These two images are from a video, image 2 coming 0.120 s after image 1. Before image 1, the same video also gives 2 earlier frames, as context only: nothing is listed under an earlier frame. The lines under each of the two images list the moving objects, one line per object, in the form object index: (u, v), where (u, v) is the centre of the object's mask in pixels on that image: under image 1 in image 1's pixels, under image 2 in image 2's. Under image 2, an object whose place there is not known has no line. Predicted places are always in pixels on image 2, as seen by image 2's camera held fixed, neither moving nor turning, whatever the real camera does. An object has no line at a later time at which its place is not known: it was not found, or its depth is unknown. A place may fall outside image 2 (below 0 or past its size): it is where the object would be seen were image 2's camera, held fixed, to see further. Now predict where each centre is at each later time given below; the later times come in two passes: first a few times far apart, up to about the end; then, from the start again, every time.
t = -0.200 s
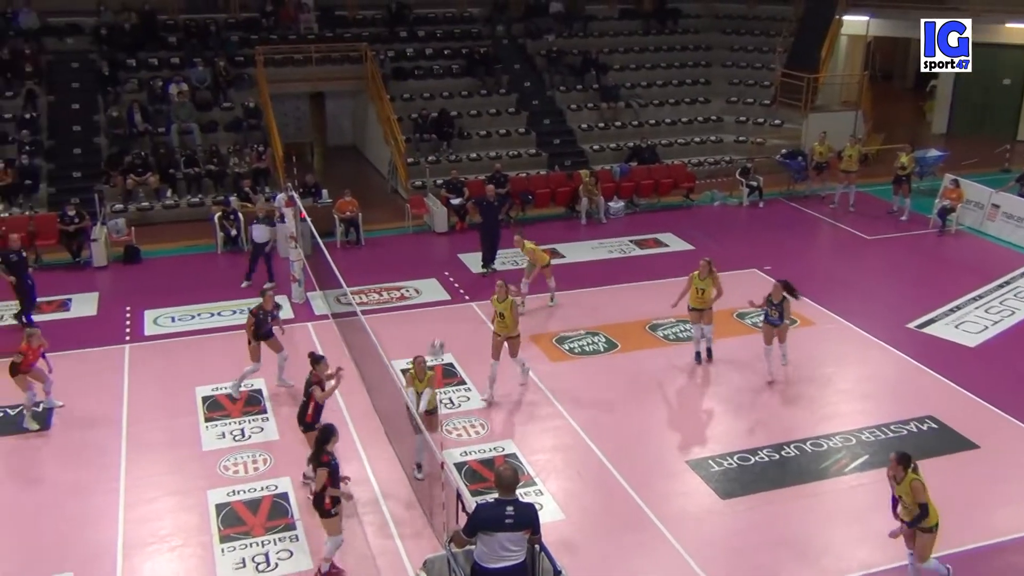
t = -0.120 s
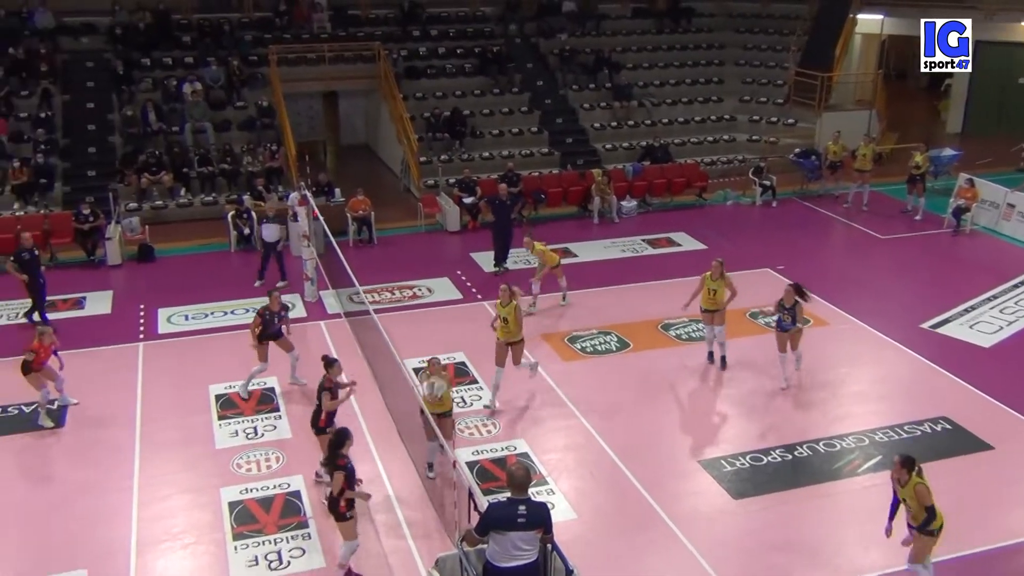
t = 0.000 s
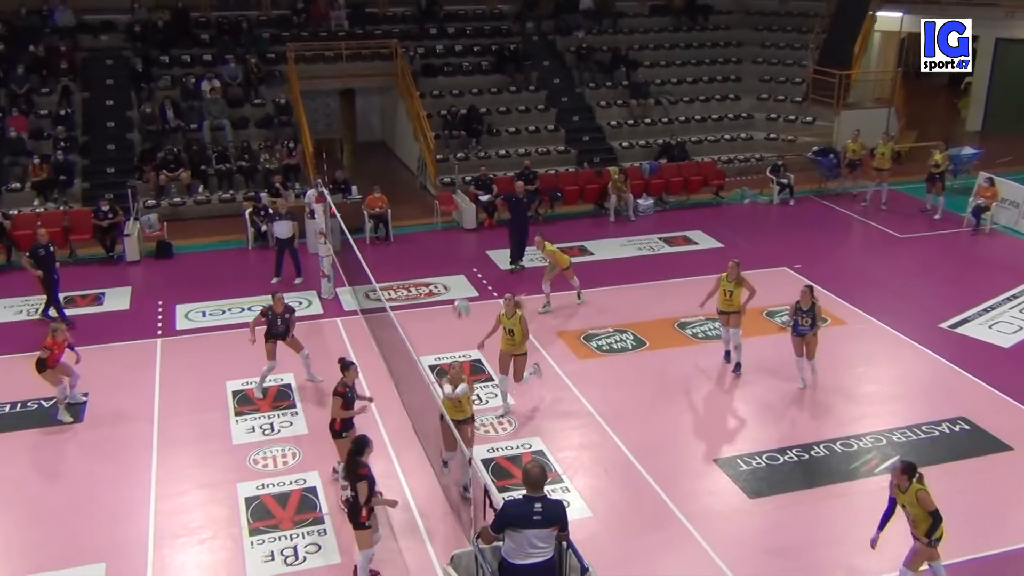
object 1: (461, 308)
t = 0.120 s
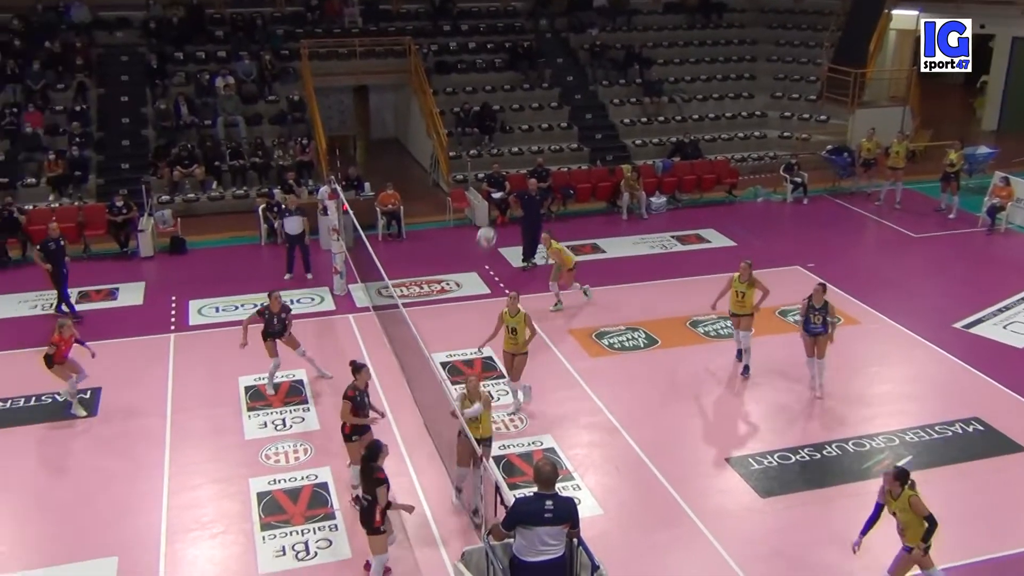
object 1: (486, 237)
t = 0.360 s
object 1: (517, 128)
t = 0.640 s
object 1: (556, 61)
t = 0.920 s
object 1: (595, 70)
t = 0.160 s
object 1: (491, 217)
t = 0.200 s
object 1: (496, 197)
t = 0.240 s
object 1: (501, 178)
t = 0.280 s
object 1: (506, 160)
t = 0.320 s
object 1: (511, 143)
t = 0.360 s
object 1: (517, 128)
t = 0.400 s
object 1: (522, 115)
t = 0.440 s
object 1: (528, 102)
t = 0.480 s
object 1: (534, 91)
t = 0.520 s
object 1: (540, 81)
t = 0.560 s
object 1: (545, 73)
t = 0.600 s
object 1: (550, 66)
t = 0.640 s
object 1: (556, 61)
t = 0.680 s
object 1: (562, 57)
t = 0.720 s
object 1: (567, 55)
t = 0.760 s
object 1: (573, 55)
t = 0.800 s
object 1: (578, 56)
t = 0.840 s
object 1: (584, 59)
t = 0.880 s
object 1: (590, 63)
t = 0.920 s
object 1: (595, 70)
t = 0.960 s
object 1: (601, 77)
